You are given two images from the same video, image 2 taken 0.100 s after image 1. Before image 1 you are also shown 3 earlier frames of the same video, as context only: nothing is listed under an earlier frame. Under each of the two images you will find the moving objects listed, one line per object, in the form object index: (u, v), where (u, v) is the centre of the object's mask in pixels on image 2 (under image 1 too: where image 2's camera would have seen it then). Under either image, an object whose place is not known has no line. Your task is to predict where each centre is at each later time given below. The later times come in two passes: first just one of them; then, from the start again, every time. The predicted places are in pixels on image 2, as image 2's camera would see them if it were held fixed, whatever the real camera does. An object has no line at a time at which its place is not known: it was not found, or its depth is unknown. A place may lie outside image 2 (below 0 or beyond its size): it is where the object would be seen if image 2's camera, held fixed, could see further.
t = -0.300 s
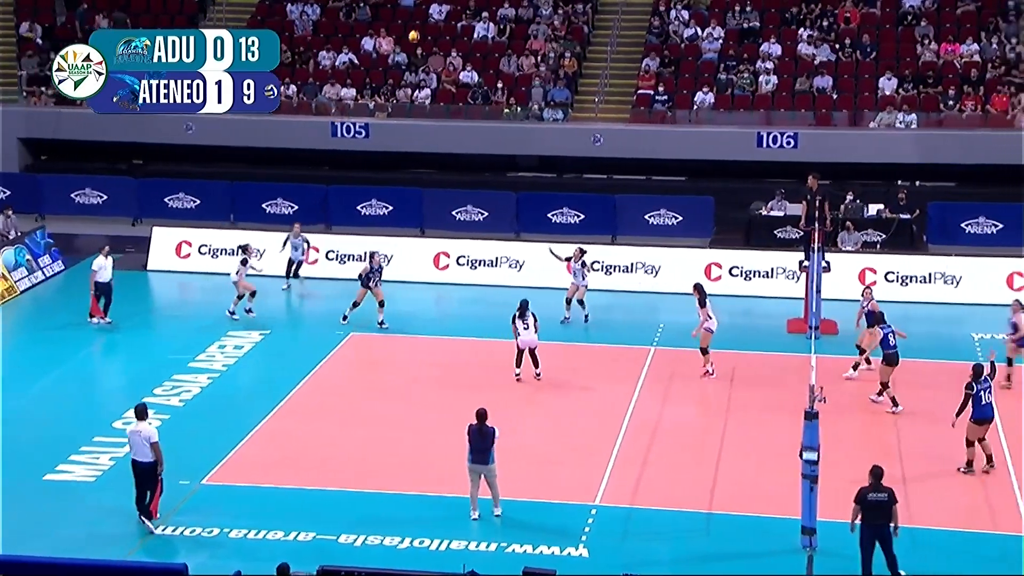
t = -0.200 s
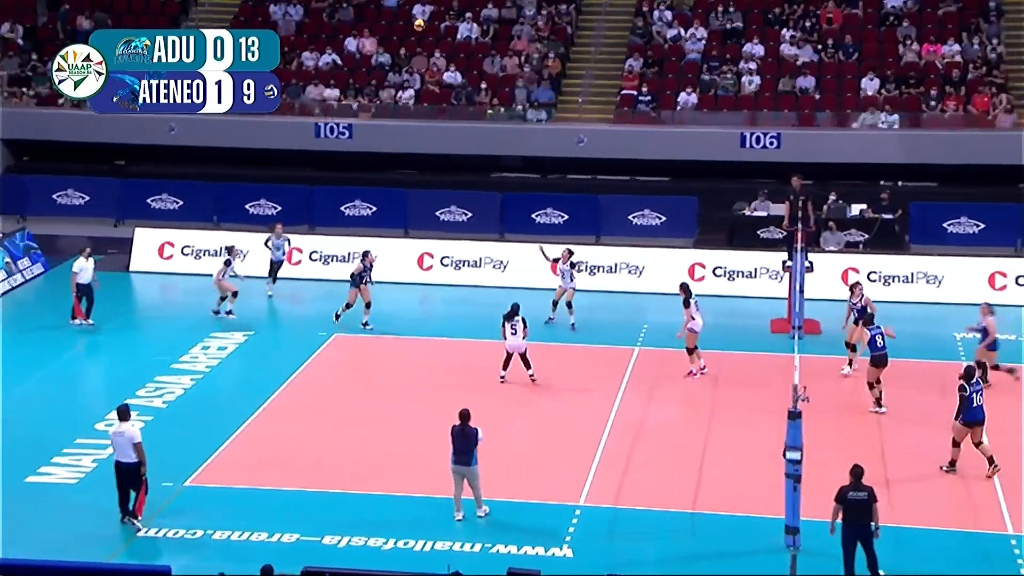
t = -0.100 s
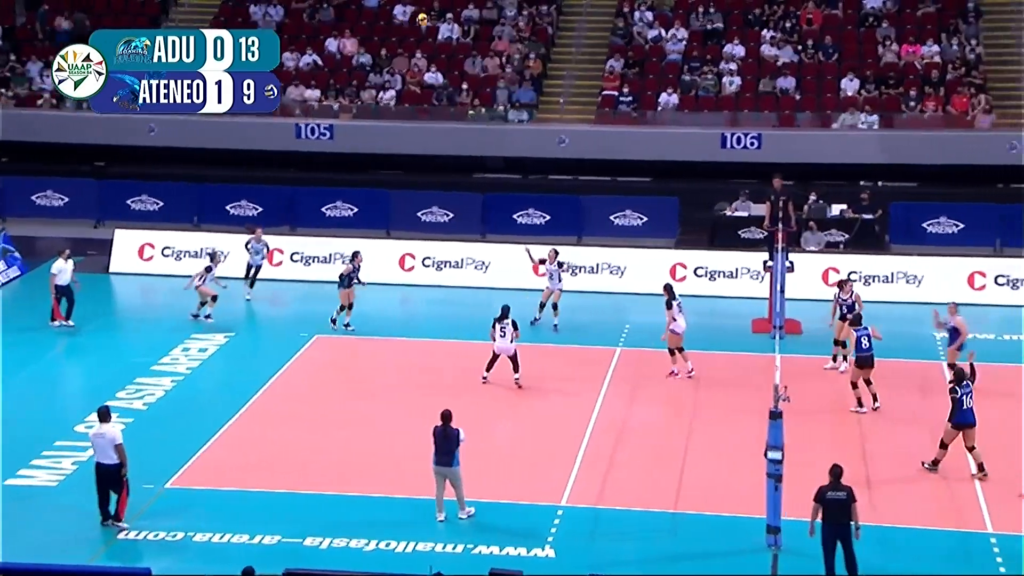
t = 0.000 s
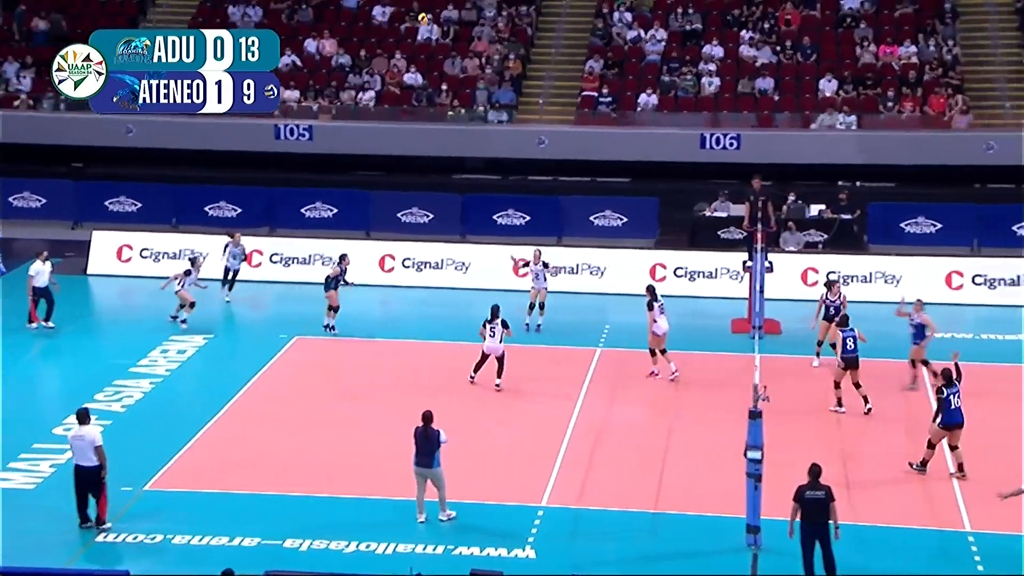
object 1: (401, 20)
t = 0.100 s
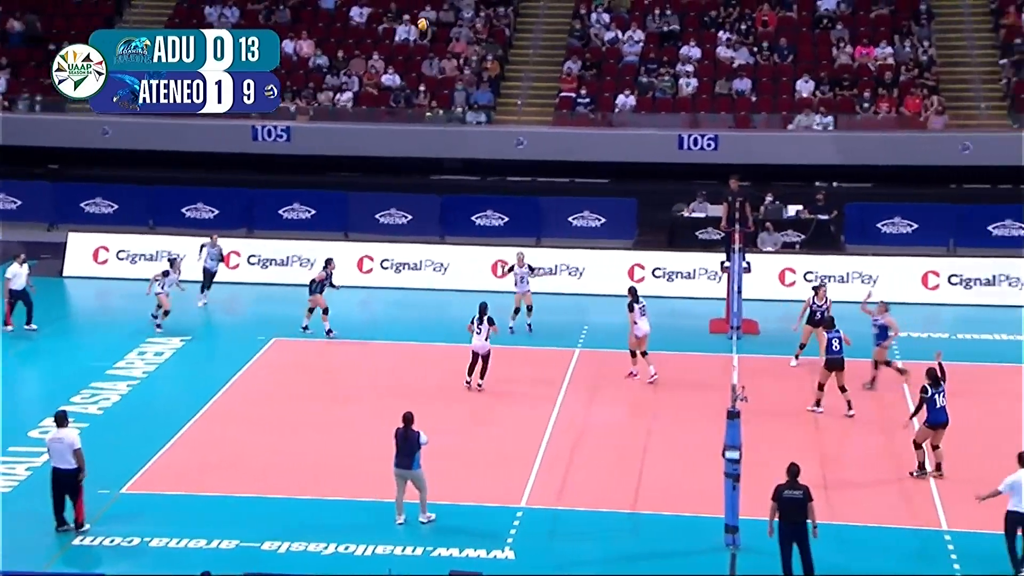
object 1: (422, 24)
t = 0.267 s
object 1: (458, 43)
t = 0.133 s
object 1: (430, 27)
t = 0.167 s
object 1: (437, 30)
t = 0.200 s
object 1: (444, 34)
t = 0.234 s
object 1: (451, 38)
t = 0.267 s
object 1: (458, 43)
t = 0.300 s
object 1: (465, 47)
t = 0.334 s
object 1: (472, 54)
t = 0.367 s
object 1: (479, 61)
